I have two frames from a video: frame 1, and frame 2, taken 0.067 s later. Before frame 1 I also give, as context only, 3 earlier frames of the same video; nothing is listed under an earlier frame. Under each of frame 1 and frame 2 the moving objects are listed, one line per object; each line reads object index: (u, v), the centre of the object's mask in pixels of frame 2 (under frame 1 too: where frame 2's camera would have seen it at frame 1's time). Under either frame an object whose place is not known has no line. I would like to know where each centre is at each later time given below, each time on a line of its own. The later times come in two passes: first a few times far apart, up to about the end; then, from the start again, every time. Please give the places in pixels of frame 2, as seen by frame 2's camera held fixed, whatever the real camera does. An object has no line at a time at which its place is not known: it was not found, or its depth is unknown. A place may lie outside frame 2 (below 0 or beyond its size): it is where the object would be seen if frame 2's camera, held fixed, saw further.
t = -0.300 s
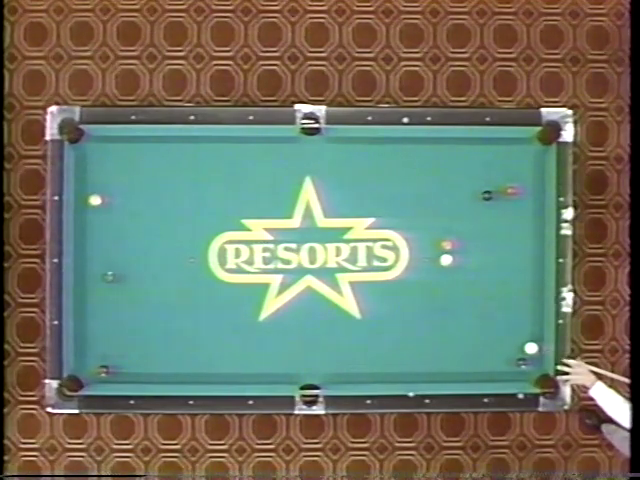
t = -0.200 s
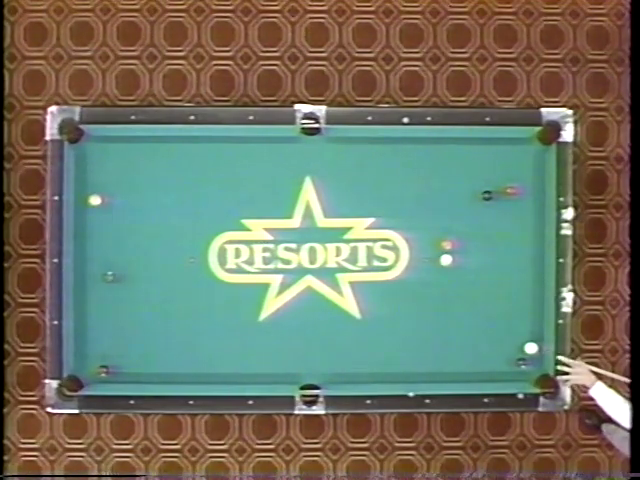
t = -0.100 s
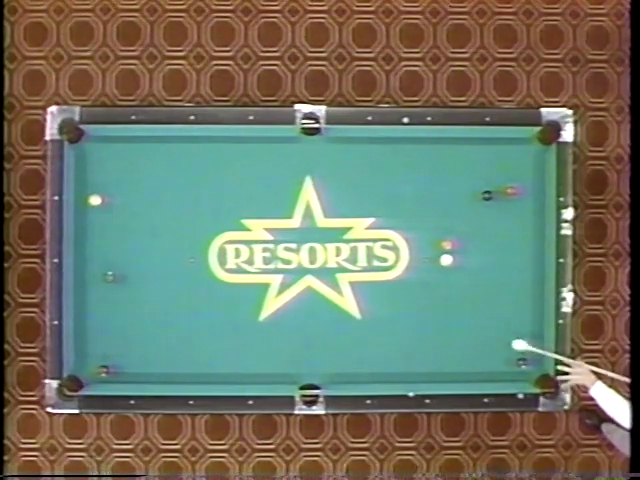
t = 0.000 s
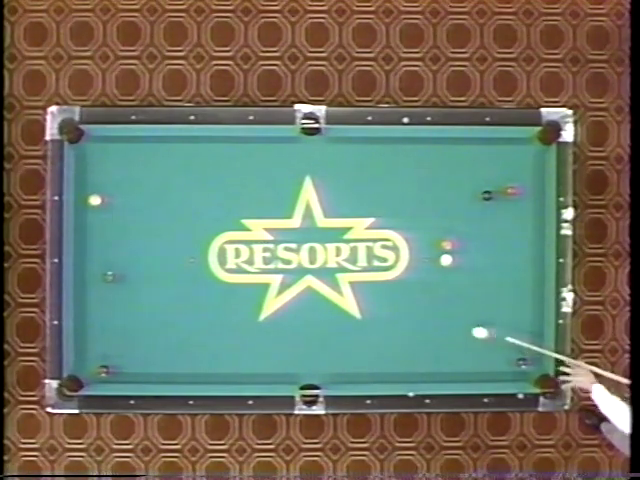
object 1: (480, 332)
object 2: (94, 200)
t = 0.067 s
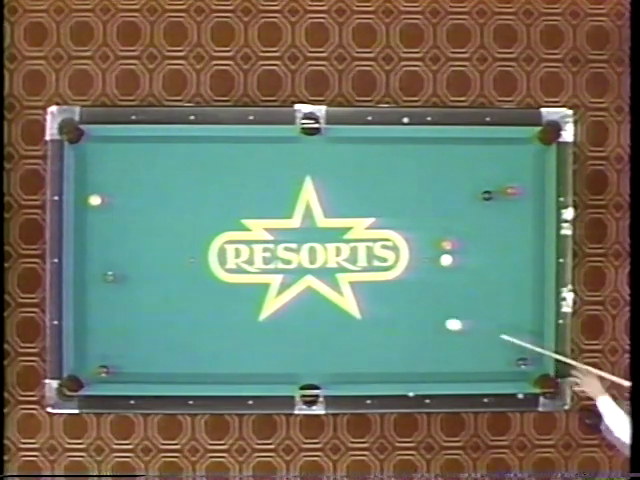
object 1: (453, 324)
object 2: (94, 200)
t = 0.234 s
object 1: (387, 304)
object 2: (94, 200)
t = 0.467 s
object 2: (95, 200)
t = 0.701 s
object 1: (203, 246)
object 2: (94, 200)
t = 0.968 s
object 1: (104, 214)
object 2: (94, 200)
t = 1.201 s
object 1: (118, 213)
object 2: (92, 177)
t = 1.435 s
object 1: (163, 213)
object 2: (90, 156)
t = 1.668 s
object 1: (205, 213)
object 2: (86, 140)
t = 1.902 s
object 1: (246, 211)
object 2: (76, 142)
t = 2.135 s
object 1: (285, 210)
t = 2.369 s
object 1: (325, 210)
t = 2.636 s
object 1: (367, 209)
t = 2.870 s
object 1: (402, 208)
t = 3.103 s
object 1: (436, 208)
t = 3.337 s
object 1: (469, 207)
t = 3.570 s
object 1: (500, 206)
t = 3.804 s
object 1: (530, 206)
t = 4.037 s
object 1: (528, 206)
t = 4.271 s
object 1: (514, 206)
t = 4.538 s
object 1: (499, 206)
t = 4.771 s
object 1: (488, 207)
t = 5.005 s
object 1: (478, 207)
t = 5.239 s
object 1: (470, 208)
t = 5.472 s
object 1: (462, 208)
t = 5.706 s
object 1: (456, 208)
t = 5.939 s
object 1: (452, 208)
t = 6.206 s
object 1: (448, 207)
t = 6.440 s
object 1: (447, 207)
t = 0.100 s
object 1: (440, 320)
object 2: (94, 200)
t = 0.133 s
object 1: (426, 316)
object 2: (94, 200)
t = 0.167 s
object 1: (414, 312)
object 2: (94, 200)
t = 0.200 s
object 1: (401, 308)
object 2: (94, 200)
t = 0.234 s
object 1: (387, 304)
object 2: (94, 200)
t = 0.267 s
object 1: (374, 299)
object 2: (94, 200)
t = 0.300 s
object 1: (362, 296)
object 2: (94, 200)
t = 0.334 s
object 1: (348, 292)
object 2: (94, 200)
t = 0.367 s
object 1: (334, 286)
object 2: (94, 200)
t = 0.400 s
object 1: (323, 281)
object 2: (95, 200)
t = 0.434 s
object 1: (307, 276)
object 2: (94, 200)
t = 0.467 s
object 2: (95, 200)
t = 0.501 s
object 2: (94, 200)
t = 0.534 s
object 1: (270, 266)
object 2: (94, 200)
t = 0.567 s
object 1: (256, 262)
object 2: (94, 200)
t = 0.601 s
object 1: (244, 258)
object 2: (95, 200)
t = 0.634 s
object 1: (230, 254)
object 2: (94, 200)
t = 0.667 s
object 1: (219, 250)
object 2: (94, 200)
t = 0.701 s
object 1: (203, 246)
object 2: (94, 200)
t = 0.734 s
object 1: (192, 242)
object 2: (94, 200)
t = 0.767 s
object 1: (179, 238)
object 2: (94, 200)
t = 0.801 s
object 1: (167, 234)
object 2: (94, 200)
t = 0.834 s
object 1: (154, 230)
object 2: (94, 200)
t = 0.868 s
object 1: (142, 226)
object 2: (95, 200)
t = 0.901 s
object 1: (129, 222)
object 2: (94, 200)
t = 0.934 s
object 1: (116, 218)
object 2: (94, 200)
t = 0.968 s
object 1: (104, 214)
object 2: (94, 200)
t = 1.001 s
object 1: (91, 211)
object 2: (94, 198)
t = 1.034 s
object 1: (80, 211)
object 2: (94, 194)
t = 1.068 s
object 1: (84, 212)
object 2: (93, 190)
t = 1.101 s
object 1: (93, 212)
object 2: (93, 187)
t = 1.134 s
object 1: (102, 213)
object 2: (93, 184)
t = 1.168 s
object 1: (110, 213)
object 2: (93, 180)
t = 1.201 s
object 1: (118, 213)
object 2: (92, 177)
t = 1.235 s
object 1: (125, 213)
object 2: (92, 174)
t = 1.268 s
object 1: (132, 213)
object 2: (91, 171)
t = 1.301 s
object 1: (139, 213)
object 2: (91, 168)
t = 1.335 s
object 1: (144, 213)
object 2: (91, 165)
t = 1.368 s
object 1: (151, 213)
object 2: (90, 162)
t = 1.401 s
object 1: (157, 213)
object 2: (90, 159)
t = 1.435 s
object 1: (163, 213)
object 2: (90, 156)
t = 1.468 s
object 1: (169, 213)
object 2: (89, 153)
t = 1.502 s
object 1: (175, 213)
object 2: (89, 150)
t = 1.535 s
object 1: (181, 213)
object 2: (88, 147)
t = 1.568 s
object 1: (187, 213)
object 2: (88, 144)
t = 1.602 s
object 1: (193, 213)
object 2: (88, 142)
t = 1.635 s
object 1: (199, 213)
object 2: (87, 140)
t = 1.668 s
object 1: (205, 213)
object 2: (86, 140)
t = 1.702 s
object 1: (211, 212)
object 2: (85, 140)
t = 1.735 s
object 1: (216, 212)
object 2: (83, 141)
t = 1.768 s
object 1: (223, 212)
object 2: (81, 141)
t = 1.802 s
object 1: (229, 212)
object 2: (80, 141)
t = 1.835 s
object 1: (234, 212)
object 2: (79, 141)
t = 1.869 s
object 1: (240, 211)
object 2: (77, 142)
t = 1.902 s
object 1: (246, 211)
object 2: (76, 142)
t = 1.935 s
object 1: (252, 211)
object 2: (74, 142)
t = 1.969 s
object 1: (258, 211)
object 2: (73, 142)
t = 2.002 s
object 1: (263, 211)
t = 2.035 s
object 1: (269, 211)
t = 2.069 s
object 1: (275, 211)
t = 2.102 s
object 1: (280, 211)
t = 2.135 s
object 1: (285, 210)
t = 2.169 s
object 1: (290, 210)
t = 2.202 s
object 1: (295, 210)
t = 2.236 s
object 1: (303, 210)
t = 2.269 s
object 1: (307, 210)
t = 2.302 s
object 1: (311, 211)
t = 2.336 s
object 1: (320, 210)
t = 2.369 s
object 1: (325, 210)
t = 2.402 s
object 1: (329, 210)
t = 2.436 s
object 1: (335, 209)
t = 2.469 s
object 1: (340, 210)
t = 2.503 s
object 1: (346, 209)
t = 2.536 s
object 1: (351, 209)
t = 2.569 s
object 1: (356, 209)
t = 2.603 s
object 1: (361, 209)
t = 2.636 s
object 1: (367, 209)
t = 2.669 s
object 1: (372, 209)
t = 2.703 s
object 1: (377, 209)
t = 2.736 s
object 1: (382, 209)
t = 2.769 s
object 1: (386, 209)
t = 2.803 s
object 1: (392, 208)
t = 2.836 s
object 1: (397, 208)
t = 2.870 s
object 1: (402, 208)
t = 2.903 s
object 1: (407, 208)
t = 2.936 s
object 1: (412, 208)
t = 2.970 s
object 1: (416, 208)
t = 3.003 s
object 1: (422, 208)
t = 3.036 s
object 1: (427, 208)
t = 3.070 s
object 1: (431, 207)
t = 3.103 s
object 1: (436, 208)
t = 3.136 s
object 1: (441, 207)
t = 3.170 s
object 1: (445, 207)
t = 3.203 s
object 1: (450, 207)
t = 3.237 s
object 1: (455, 207)
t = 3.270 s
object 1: (460, 207)
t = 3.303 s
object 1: (464, 207)
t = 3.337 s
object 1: (469, 207)
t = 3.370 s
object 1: (474, 206)
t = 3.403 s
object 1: (478, 206)
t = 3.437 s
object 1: (483, 206)
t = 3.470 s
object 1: (487, 206)
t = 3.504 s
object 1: (491, 206)
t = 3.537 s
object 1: (496, 206)
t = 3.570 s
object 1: (500, 206)
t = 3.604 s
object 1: (504, 206)
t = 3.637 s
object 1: (509, 206)
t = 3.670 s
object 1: (513, 206)
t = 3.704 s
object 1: (517, 206)
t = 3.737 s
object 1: (521, 206)
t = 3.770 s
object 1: (526, 206)
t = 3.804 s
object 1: (530, 206)
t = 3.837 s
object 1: (534, 206)
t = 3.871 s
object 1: (538, 206)
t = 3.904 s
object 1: (537, 206)
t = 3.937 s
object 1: (535, 206)
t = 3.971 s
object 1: (532, 206)
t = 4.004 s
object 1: (530, 206)
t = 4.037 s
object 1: (528, 206)
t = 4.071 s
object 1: (526, 206)
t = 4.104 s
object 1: (524, 206)
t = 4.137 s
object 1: (522, 206)
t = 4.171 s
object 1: (520, 206)
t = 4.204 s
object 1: (517, 206)
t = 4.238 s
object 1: (516, 206)
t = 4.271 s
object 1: (514, 206)
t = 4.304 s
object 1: (512, 206)
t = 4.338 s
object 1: (510, 206)
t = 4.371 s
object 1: (508, 206)
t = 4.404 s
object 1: (506, 206)
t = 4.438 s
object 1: (504, 206)
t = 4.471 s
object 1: (503, 206)
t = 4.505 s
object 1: (501, 206)
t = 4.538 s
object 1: (499, 206)
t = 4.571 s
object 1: (498, 206)
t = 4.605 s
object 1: (496, 206)
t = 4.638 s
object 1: (494, 206)
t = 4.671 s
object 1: (492, 206)
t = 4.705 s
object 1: (491, 207)
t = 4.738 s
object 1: (489, 207)
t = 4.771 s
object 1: (488, 207)
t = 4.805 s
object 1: (486, 207)
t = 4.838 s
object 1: (485, 207)
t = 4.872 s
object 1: (483, 207)
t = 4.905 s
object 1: (482, 207)
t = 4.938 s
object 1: (481, 207)
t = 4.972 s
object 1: (479, 207)
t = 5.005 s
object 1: (478, 207)
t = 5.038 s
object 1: (477, 207)
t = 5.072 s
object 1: (475, 207)
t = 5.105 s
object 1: (474, 207)
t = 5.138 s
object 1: (473, 207)
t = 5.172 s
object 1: (472, 208)
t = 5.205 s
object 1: (471, 208)
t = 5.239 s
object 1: (470, 208)
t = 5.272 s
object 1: (468, 208)
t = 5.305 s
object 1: (468, 208)
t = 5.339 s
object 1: (466, 208)
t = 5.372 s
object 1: (466, 208)
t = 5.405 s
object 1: (464, 208)
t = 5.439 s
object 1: (463, 208)
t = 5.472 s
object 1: (462, 208)
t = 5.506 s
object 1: (462, 208)
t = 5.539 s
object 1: (461, 208)
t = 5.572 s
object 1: (460, 208)
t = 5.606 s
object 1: (459, 208)
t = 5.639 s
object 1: (458, 208)
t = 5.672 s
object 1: (457, 208)
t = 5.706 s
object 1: (456, 208)
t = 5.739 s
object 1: (456, 208)
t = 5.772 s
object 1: (455, 208)
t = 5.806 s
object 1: (455, 208)
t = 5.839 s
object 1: (454, 208)
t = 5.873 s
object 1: (453, 208)
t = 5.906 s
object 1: (452, 208)
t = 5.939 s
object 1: (452, 208)
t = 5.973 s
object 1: (451, 208)
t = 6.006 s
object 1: (451, 207)
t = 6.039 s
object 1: (450, 207)
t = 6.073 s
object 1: (450, 207)
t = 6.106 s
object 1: (449, 207)
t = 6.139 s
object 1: (449, 207)
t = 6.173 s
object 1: (449, 207)
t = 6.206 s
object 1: (448, 207)
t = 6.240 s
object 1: (448, 207)
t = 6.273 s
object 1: (448, 207)
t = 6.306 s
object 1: (447, 207)
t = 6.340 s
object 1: (447, 207)
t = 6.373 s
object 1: (447, 207)
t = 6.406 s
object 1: (447, 207)
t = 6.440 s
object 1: (447, 207)
